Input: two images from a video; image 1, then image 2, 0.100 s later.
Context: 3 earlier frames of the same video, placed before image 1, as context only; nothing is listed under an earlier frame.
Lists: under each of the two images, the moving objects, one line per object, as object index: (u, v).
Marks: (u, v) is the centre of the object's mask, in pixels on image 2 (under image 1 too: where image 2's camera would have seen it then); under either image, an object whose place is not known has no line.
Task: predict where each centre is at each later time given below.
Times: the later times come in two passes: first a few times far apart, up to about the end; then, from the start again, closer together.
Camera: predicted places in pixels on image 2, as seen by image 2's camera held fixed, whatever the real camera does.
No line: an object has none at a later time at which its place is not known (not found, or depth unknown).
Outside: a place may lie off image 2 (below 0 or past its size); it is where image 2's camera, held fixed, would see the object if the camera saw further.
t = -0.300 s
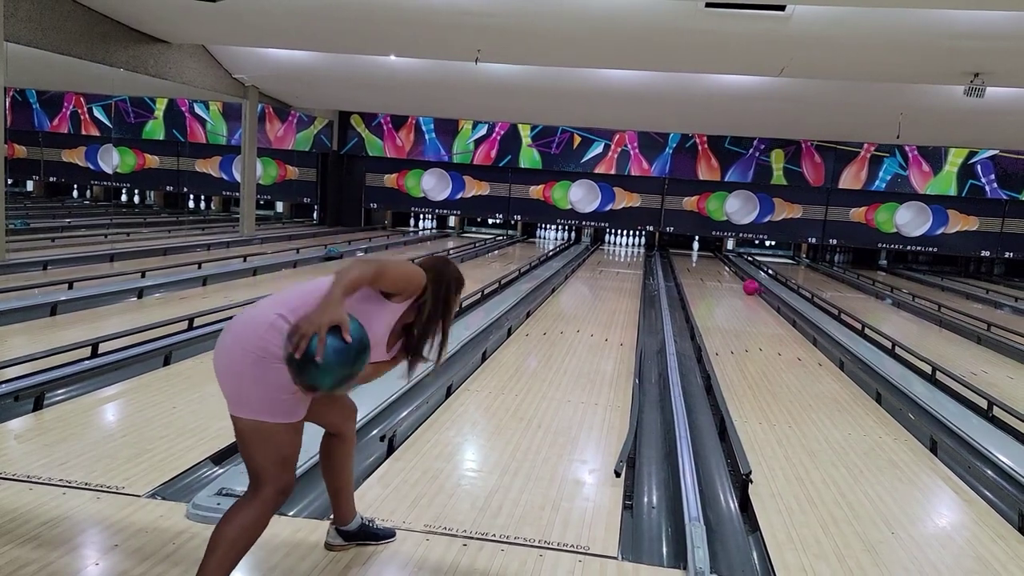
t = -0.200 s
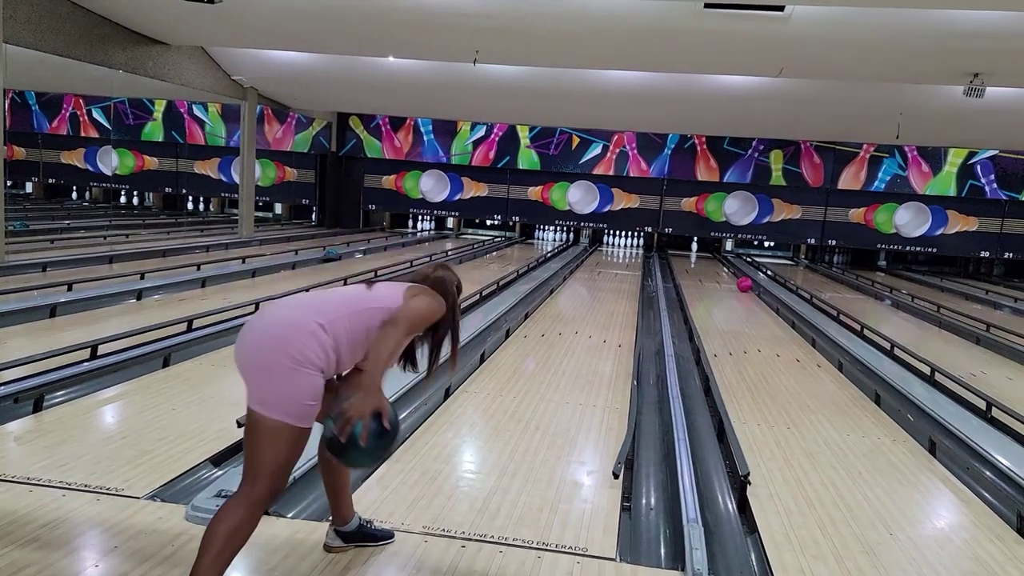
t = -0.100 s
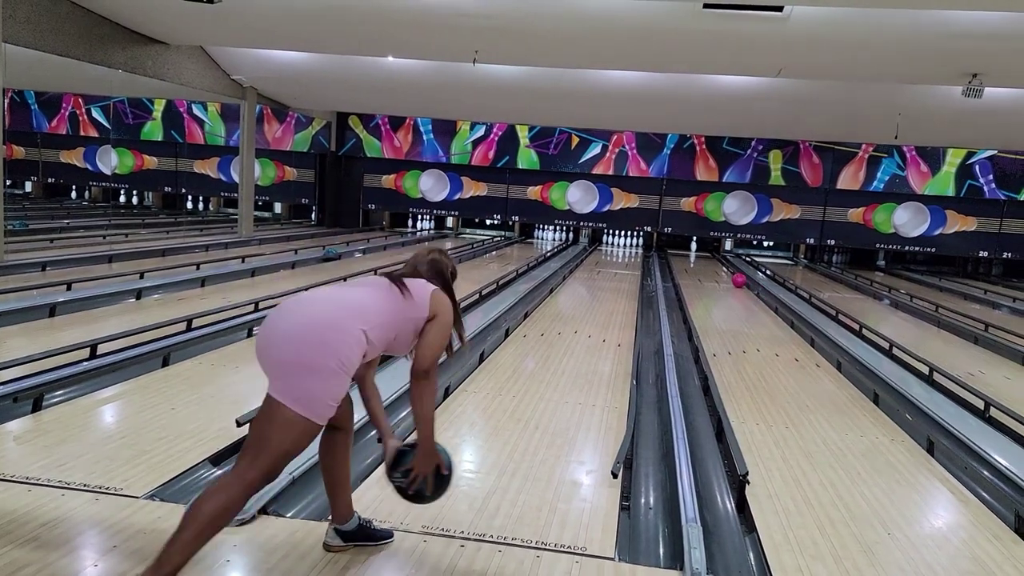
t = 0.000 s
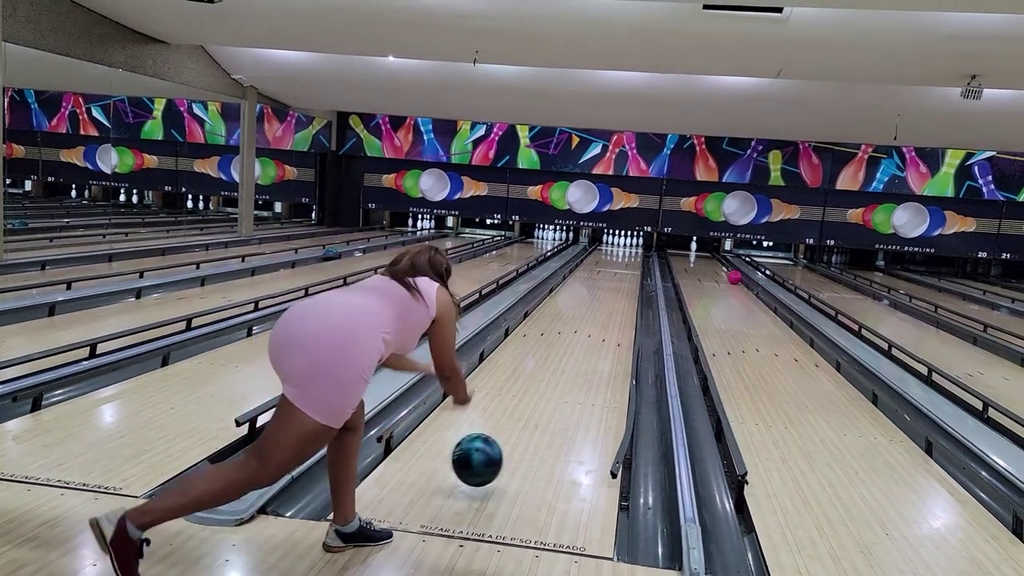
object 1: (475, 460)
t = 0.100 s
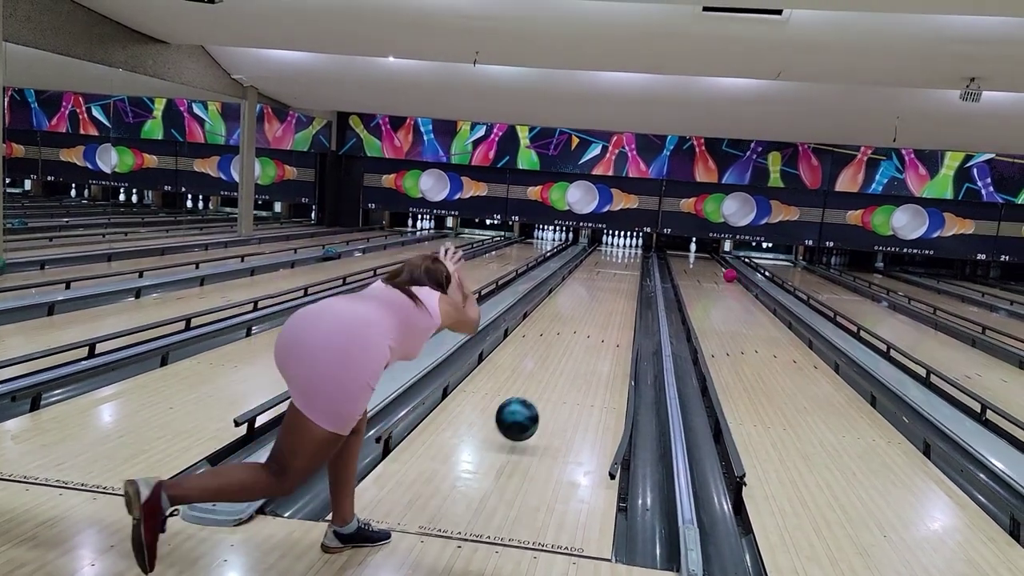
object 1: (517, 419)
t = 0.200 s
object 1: (547, 394)
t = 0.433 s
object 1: (593, 354)
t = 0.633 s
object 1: (618, 330)
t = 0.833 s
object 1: (622, 312)
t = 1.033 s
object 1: (613, 297)
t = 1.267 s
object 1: (606, 284)
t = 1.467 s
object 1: (601, 276)
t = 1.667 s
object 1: (598, 269)
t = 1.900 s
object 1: (594, 262)
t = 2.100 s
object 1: (592, 258)
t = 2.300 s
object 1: (591, 253)
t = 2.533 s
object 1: (602, 250)
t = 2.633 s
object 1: (605, 249)
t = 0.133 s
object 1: (528, 408)
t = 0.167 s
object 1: (538, 400)
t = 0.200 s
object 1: (547, 394)
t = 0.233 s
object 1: (555, 391)
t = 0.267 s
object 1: (563, 382)
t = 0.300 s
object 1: (570, 376)
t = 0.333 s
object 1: (576, 370)
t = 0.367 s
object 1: (582, 365)
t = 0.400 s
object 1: (588, 359)
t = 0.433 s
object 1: (593, 354)
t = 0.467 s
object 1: (598, 349)
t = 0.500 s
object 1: (603, 345)
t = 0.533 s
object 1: (606, 341)
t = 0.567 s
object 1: (611, 337)
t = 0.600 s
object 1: (614, 333)
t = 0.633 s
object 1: (618, 330)
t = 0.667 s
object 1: (621, 327)
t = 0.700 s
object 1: (624, 324)
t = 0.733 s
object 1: (626, 321)
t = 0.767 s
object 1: (626, 318)
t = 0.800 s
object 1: (624, 315)
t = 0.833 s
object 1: (622, 312)
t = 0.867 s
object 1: (620, 309)
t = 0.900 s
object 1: (619, 306)
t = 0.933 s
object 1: (617, 304)
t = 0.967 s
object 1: (616, 301)
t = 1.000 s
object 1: (615, 299)
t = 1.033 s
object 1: (613, 297)
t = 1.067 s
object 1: (612, 295)
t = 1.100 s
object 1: (611, 293)
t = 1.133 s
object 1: (610, 291)
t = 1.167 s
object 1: (609, 289)
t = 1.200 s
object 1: (608, 287)
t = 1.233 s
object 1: (607, 286)
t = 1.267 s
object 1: (606, 284)
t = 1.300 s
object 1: (605, 283)
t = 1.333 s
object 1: (605, 281)
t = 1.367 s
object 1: (604, 279)
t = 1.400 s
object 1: (603, 278)
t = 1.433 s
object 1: (602, 277)
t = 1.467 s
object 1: (601, 276)
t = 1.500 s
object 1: (600, 274)
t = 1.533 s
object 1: (600, 273)
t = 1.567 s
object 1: (599, 272)
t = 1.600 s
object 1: (598, 271)
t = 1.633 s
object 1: (598, 270)
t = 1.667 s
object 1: (598, 269)
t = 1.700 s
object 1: (597, 268)
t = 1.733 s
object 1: (597, 267)
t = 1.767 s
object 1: (596, 266)
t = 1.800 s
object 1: (595, 265)
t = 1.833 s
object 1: (595, 264)
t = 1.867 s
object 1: (594, 263)
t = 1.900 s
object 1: (594, 262)
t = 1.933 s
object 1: (593, 261)
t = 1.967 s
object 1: (593, 261)
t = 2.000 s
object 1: (593, 260)
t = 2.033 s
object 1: (593, 259)
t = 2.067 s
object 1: (592, 259)
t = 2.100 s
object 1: (592, 258)
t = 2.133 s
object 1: (591, 257)
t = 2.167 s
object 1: (591, 256)
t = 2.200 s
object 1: (591, 255)
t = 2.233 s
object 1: (590, 254)
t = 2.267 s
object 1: (591, 254)
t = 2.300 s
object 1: (591, 253)
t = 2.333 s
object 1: (592, 253)
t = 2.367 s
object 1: (594, 252)
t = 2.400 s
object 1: (596, 252)
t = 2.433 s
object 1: (598, 251)
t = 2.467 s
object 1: (599, 251)
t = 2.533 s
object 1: (602, 250)
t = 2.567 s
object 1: (603, 250)
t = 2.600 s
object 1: (604, 250)
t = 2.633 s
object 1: (605, 249)
